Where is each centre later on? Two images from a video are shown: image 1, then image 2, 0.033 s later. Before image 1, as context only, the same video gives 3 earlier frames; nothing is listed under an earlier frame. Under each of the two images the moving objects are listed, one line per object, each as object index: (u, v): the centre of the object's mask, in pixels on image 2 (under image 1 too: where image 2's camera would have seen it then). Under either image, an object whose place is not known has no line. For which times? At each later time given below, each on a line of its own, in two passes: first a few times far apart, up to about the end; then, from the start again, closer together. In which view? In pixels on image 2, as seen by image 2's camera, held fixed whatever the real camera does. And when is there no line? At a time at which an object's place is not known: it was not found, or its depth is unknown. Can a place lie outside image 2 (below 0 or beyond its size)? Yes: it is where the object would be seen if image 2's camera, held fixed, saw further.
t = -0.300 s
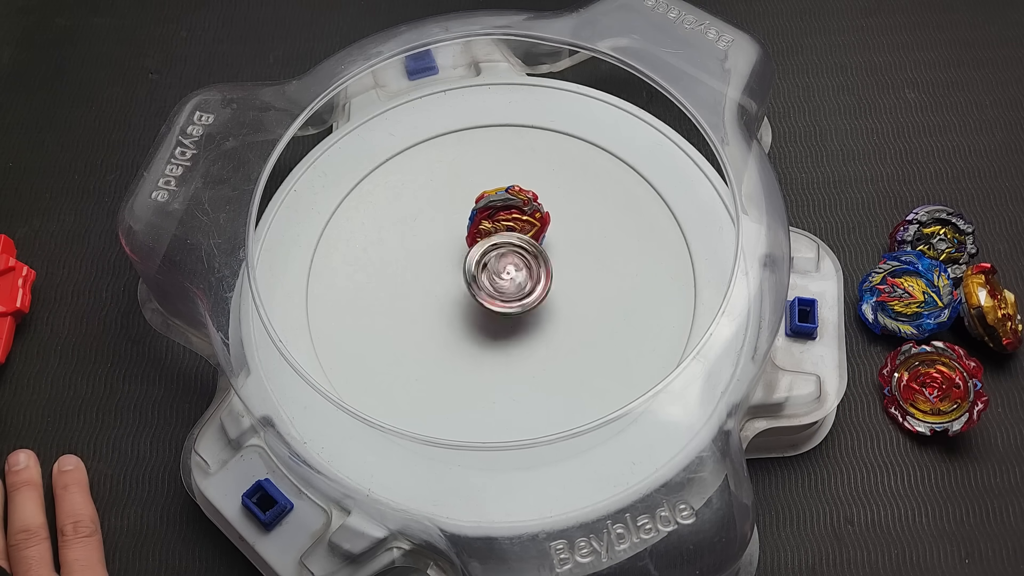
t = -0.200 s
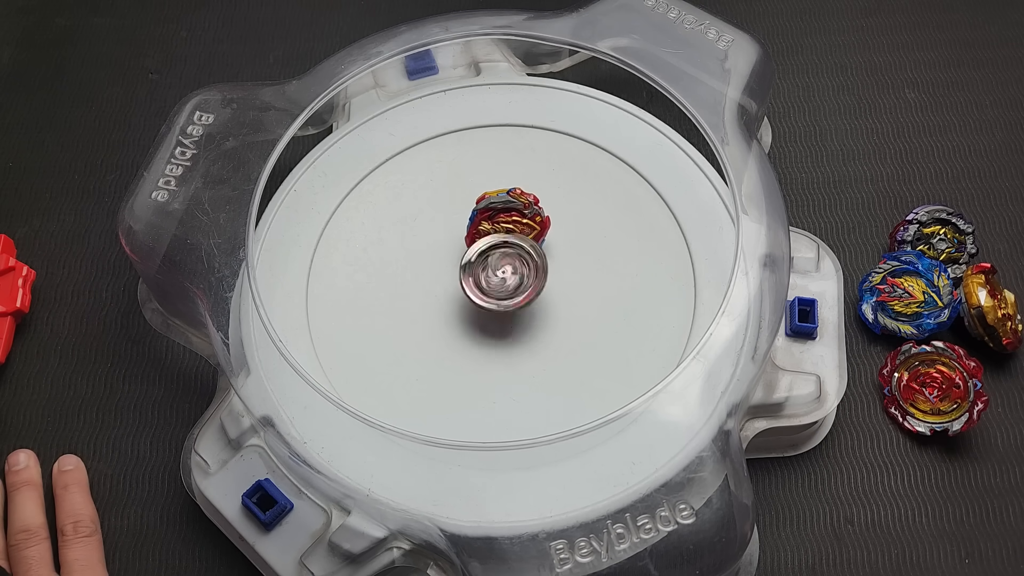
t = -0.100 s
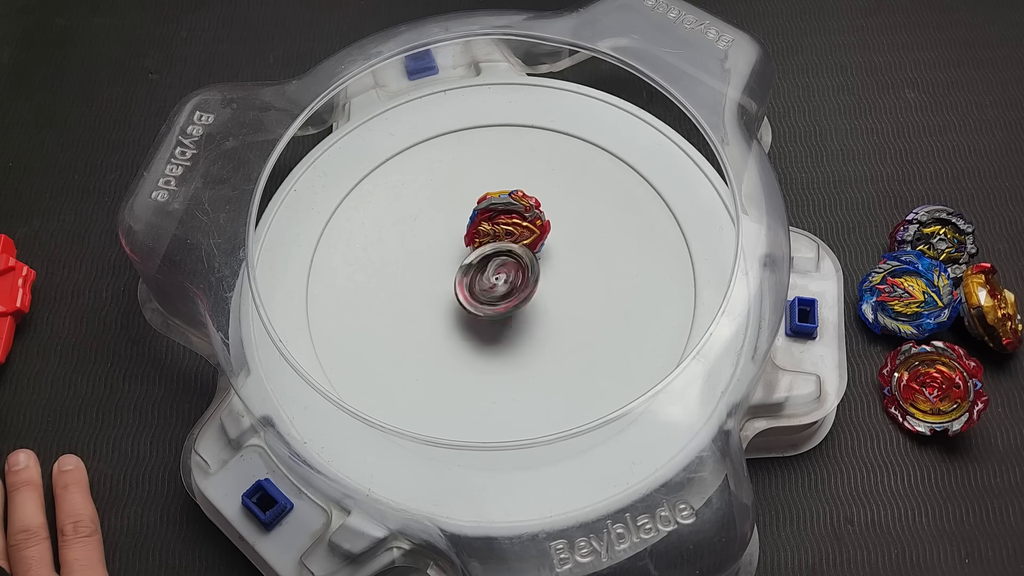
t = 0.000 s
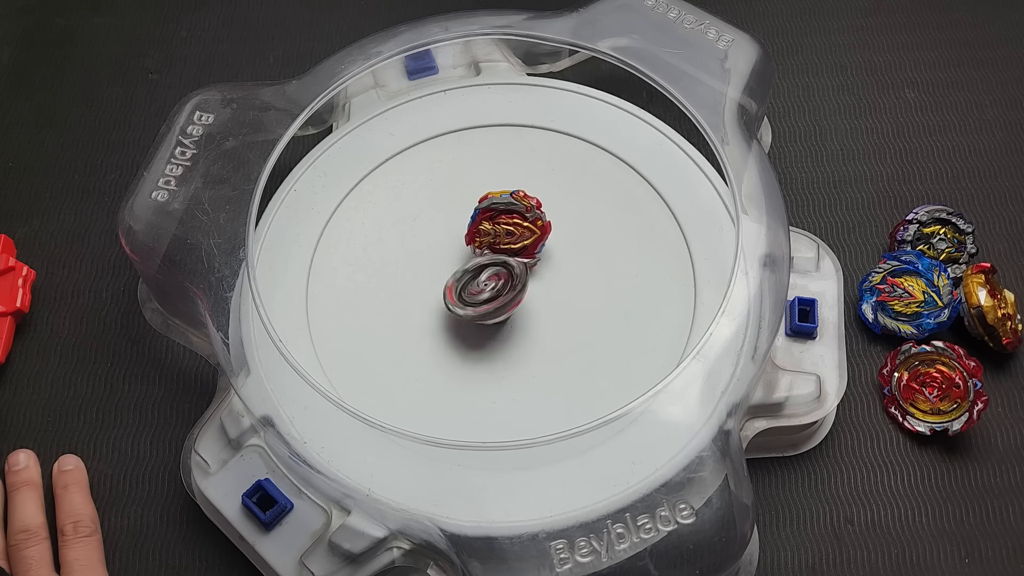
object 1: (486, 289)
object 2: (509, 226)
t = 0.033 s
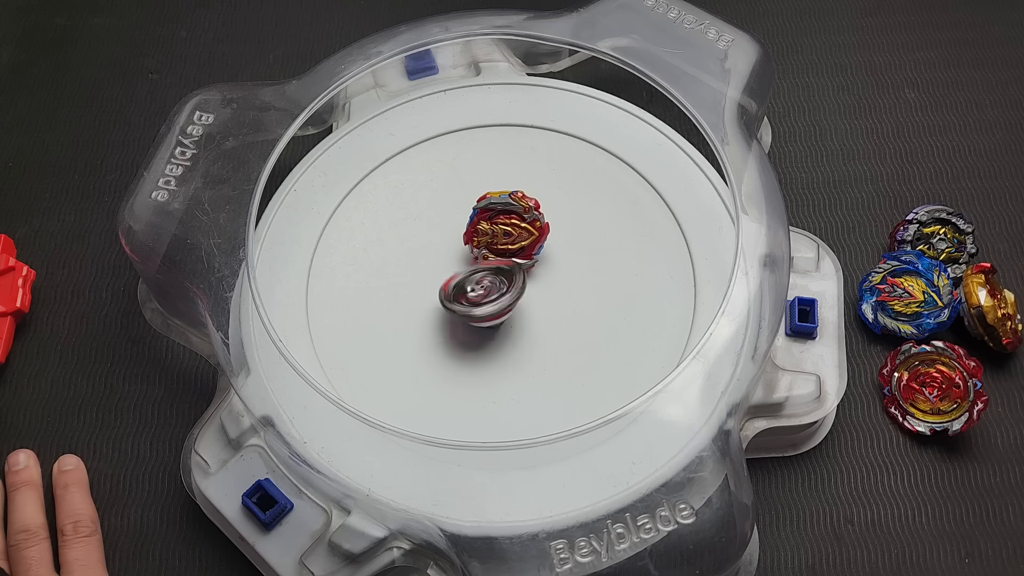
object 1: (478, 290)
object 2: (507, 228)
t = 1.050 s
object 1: (484, 297)
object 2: (509, 232)
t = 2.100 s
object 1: (498, 288)
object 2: (507, 226)
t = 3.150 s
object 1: (457, 288)
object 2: (508, 235)
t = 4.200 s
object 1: (459, 276)
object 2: (511, 234)
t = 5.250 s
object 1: (455, 280)
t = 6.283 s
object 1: (455, 280)
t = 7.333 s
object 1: (455, 280)
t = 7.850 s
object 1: (455, 280)
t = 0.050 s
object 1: (481, 293)
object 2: (506, 229)
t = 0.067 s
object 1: (480, 293)
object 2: (506, 230)
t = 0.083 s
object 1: (479, 296)
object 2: (506, 230)
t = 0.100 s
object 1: (475, 295)
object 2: (507, 232)
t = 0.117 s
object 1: (474, 294)
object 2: (507, 232)
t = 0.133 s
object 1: (473, 295)
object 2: (508, 232)
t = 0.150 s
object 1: (470, 295)
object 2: (509, 233)
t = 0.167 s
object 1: (469, 293)
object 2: (509, 233)
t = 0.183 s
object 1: (469, 294)
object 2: (509, 233)
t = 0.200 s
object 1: (467, 293)
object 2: (509, 233)
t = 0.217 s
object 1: (466, 291)
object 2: (508, 233)
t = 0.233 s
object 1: (460, 291)
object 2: (508, 232)
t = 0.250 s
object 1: (464, 290)
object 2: (508, 233)
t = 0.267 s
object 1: (464, 288)
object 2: (508, 232)
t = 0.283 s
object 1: (465, 288)
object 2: (509, 232)
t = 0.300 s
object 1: (461, 288)
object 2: (509, 232)
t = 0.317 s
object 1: (465, 286)
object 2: (510, 231)
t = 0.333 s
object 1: (461, 286)
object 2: (510, 230)
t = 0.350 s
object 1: (466, 286)
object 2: (510, 231)
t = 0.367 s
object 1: (467, 285)
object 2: (510, 230)
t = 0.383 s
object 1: (467, 285)
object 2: (511, 229)
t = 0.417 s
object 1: (463, 284)
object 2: (512, 229)
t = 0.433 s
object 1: (464, 283)
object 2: (512, 228)
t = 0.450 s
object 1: (470, 282)
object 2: (512, 228)
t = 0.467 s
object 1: (471, 282)
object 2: (512, 227)
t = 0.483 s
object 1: (474, 282)
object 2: (512, 227)
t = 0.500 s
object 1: (475, 282)
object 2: (513, 226)
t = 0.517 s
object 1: (472, 283)
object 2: (512, 226)
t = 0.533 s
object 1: (473, 282)
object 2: (512, 226)
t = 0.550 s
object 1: (479, 284)
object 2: (512, 226)
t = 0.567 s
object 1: (481, 283)
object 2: (512, 225)
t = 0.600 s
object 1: (485, 285)
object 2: (511, 225)
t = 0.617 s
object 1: (481, 286)
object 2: (511, 225)
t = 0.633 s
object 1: (482, 286)
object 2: (511, 225)
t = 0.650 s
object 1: (483, 289)
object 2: (510, 226)
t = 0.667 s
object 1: (486, 290)
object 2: (510, 227)
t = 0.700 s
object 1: (489, 292)
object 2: (509, 227)
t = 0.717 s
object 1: (486, 294)
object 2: (509, 228)
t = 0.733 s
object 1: (485, 294)
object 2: (509, 228)
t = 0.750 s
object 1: (485, 296)
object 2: (508, 229)
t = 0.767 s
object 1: (489, 298)
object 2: (508, 230)
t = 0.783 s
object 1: (488, 299)
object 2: (508, 230)
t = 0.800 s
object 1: (483, 299)
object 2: (508, 231)
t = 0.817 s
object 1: (487, 300)
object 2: (508, 232)
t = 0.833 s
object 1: (486, 301)
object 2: (508, 232)
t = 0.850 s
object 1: (486, 300)
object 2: (508, 232)
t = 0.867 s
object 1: (486, 302)
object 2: (508, 232)
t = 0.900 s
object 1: (482, 300)
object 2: (508, 233)
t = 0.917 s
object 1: (484, 299)
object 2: (508, 233)
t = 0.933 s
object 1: (483, 300)
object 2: (508, 234)
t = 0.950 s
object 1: (482, 299)
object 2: (508, 234)
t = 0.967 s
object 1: (483, 298)
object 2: (508, 233)
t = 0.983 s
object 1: (483, 298)
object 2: (508, 233)
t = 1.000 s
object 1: (482, 298)
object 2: (509, 233)
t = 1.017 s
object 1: (483, 297)
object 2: (509, 232)
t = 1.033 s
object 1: (484, 297)
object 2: (509, 232)
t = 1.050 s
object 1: (484, 297)
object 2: (509, 232)
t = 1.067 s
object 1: (478, 294)
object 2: (509, 231)
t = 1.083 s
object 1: (477, 292)
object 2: (510, 230)
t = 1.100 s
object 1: (477, 292)
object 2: (510, 229)
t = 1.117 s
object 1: (478, 292)
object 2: (510, 229)
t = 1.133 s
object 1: (484, 291)
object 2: (510, 228)
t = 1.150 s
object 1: (480, 290)
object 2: (510, 228)
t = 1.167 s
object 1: (481, 292)
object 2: (510, 227)
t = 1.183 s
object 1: (482, 291)
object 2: (510, 227)
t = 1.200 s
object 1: (483, 291)
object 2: (510, 226)
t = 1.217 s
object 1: (489, 290)
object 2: (510, 226)
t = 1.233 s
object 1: (486, 289)
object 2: (510, 225)
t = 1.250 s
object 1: (486, 287)
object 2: (510, 225)
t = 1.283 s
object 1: (490, 290)
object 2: (509, 224)
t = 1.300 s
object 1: (491, 289)
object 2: (509, 224)
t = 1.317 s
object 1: (492, 291)
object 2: (509, 225)
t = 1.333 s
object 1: (496, 292)
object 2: (509, 225)
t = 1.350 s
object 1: (493, 291)
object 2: (509, 225)
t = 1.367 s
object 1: (495, 290)
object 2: (508, 225)
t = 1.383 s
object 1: (496, 291)
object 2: (508, 225)
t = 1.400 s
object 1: (501, 291)
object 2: (508, 226)
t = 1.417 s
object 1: (497, 292)
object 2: (507, 226)
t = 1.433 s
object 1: (496, 293)
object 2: (507, 227)
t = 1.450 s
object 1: (495, 295)
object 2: (507, 227)
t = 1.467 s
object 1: (494, 295)
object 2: (507, 228)
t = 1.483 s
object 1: (495, 296)
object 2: (507, 228)
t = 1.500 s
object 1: (500, 296)
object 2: (507, 229)
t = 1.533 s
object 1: (496, 296)
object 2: (507, 230)
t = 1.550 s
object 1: (497, 296)
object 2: (507, 230)
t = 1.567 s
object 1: (502, 297)
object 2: (507, 231)
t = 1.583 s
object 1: (502, 297)
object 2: (508, 232)
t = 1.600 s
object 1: (502, 296)
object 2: (508, 231)
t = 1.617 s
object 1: (497, 294)
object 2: (508, 231)
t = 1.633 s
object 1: (501, 295)
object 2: (508, 231)
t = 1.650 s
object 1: (496, 294)
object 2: (508, 230)
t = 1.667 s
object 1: (495, 294)
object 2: (508, 230)
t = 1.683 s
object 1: (495, 294)
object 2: (508, 230)
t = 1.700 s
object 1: (494, 293)
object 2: (509, 229)
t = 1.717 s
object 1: (493, 293)
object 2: (509, 228)
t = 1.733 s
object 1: (495, 291)
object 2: (509, 228)
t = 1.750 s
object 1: (496, 291)
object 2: (509, 227)
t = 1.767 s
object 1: (497, 290)
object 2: (509, 227)
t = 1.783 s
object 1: (497, 289)
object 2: (509, 226)
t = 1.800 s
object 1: (499, 288)
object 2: (509, 225)
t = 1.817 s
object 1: (496, 287)
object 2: (509, 224)
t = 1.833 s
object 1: (496, 287)
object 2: (509, 224)
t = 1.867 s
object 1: (498, 285)
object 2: (509, 223)
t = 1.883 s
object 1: (498, 285)
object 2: (508, 223)
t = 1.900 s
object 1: (499, 287)
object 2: (509, 223)
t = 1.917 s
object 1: (499, 286)
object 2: (508, 223)
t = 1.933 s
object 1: (500, 288)
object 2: (508, 223)
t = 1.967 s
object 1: (501, 287)
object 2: (508, 223)
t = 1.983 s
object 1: (501, 285)
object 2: (508, 223)
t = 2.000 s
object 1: (506, 286)
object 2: (507, 223)
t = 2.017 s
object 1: (506, 286)
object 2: (507, 223)
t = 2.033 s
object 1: (505, 285)
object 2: (507, 223)
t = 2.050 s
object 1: (502, 286)
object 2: (507, 224)
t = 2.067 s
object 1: (500, 287)
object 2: (507, 225)
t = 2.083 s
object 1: (499, 287)
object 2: (507, 225)
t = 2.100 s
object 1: (498, 288)
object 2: (507, 226)
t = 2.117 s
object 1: (499, 288)
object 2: (507, 226)
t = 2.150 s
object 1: (499, 289)
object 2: (507, 228)
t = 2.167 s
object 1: (499, 288)
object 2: (507, 228)
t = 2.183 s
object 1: (499, 287)
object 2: (507, 228)
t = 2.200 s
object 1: (498, 289)
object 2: (507, 228)
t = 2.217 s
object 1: (502, 290)
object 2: (507, 229)
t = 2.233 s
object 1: (500, 291)
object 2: (508, 229)
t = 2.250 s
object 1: (494, 289)
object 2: (508, 229)
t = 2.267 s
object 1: (493, 289)
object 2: (508, 229)
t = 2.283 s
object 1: (495, 291)
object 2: (508, 230)
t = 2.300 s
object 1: (492, 291)
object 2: (509, 230)
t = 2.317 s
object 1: (491, 290)
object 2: (509, 230)
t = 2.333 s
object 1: (486, 288)
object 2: (509, 230)
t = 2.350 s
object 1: (488, 290)
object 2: (508, 230)
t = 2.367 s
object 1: (486, 290)
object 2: (509, 230)
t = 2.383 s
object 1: (484, 289)
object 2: (509, 230)
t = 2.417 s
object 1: (482, 288)
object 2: (509, 230)
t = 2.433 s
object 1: (481, 288)
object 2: (509, 229)
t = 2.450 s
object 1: (479, 287)
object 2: (509, 230)
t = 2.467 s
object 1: (478, 286)
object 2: (509, 230)
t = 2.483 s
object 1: (479, 284)
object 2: (509, 230)
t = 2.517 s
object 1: (479, 285)
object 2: (510, 230)
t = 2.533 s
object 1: (479, 284)
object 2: (510, 231)
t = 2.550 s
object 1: (480, 284)
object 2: (511, 230)
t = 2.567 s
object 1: (481, 284)
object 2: (511, 229)
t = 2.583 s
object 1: (483, 284)
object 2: (511, 229)
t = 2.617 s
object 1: (483, 289)
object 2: (511, 228)
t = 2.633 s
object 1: (483, 289)
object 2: (511, 228)
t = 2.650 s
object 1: (483, 290)
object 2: (511, 228)
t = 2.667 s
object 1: (482, 290)
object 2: (511, 228)
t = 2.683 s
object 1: (481, 290)
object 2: (511, 228)
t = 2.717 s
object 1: (480, 289)
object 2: (511, 228)
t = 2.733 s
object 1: (480, 288)
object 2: (511, 229)
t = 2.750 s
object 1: (480, 287)
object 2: (511, 228)
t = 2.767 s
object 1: (482, 286)
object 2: (511, 228)
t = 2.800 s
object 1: (482, 285)
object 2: (511, 227)
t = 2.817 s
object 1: (483, 284)
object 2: (511, 227)
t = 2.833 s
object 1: (484, 284)
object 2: (510, 227)
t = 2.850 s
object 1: (485, 285)
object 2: (510, 227)
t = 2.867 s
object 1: (485, 286)
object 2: (509, 227)
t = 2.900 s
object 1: (482, 289)
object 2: (508, 229)
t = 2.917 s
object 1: (481, 289)
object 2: (508, 230)
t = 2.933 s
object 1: (479, 290)
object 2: (508, 231)
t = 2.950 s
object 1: (479, 290)
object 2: (508, 232)
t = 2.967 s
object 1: (475, 292)
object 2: (508, 232)
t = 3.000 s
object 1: (470, 292)
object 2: (508, 234)
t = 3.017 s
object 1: (468, 291)
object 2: (508, 235)
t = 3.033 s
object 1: (466, 292)
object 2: (508, 236)
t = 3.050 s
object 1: (464, 292)
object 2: (508, 236)
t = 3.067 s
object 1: (463, 293)
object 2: (508, 236)
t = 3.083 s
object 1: (462, 294)
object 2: (508, 236)
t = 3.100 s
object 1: (459, 293)
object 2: (507, 236)
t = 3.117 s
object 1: (458, 292)
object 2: (508, 236)
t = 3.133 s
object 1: (458, 290)
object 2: (508, 235)
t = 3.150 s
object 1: (457, 288)
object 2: (508, 235)
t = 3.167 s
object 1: (457, 287)
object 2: (508, 235)
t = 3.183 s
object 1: (457, 287)
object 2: (508, 235)
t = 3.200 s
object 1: (457, 287)
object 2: (509, 235)
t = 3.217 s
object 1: (456, 287)
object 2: (509, 235)
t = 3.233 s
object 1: (456, 286)
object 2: (509, 235)
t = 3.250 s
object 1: (456, 286)
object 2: (509, 235)
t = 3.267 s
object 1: (456, 285)
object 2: (509, 235)
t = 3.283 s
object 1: (457, 285)
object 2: (509, 235)
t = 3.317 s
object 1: (459, 284)
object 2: (511, 234)
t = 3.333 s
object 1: (459, 284)
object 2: (511, 234)
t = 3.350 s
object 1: (460, 284)
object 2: (511, 233)
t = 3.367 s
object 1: (460, 284)
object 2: (511, 233)
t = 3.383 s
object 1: (459, 283)
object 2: (512, 233)
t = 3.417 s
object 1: (460, 282)
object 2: (512, 233)
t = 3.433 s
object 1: (460, 281)
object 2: (512, 232)
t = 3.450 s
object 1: (460, 280)
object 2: (512, 232)
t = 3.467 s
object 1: (460, 280)
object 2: (512, 232)
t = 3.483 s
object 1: (460, 280)
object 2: (512, 232)
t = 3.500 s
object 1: (460, 280)
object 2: (513, 232)
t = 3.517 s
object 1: (460, 280)
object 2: (513, 233)
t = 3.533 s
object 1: (460, 280)
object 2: (513, 233)
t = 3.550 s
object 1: (460, 280)
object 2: (514, 233)
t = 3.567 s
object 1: (460, 280)
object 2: (514, 233)
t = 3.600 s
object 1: (459, 280)
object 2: (514, 233)
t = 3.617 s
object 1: (459, 280)
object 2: (514, 233)
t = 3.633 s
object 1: (459, 280)
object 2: (513, 233)
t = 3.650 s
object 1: (458, 280)
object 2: (513, 233)
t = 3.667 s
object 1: (457, 280)
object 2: (513, 233)
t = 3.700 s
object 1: (455, 280)
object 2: (512, 233)
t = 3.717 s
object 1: (454, 279)
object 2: (511, 233)
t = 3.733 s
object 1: (454, 279)
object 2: (511, 234)
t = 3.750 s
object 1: (453, 279)
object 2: (511, 234)
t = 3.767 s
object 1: (453, 278)
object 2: (511, 234)
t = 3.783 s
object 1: (453, 279)
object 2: (512, 234)
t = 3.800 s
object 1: (453, 278)
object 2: (512, 234)
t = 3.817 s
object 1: (453, 279)
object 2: (511, 234)
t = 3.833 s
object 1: (454, 279)
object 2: (511, 234)
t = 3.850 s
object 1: (455, 279)
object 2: (511, 234)
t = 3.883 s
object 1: (456, 280)
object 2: (512, 233)
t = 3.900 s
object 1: (457, 280)
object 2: (511, 233)
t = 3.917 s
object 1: (457, 280)
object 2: (512, 233)
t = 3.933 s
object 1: (455, 280)
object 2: (511, 234)
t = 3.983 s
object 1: (455, 280)
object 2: (511, 234)
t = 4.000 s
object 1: (455, 280)
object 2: (511, 234)
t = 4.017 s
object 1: (455, 280)
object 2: (511, 234)
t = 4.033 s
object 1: (455, 280)
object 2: (511, 234)
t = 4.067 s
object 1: (455, 280)
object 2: (511, 234)
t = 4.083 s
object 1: (455, 280)
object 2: (511, 234)
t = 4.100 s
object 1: (455, 280)
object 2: (511, 234)
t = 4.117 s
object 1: (455, 280)
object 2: (511, 234)
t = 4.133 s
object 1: (460, 277)
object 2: (511, 234)
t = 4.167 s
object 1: (459, 276)
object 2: (511, 234)
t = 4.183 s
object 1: (459, 276)
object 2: (511, 234)
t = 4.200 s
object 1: (459, 276)
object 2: (511, 234)
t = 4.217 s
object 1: (458, 276)
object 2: (511, 234)
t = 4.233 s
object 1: (455, 280)
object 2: (511, 234)
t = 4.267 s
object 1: (455, 280)
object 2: (511, 234)
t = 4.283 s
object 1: (455, 280)
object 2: (511, 234)
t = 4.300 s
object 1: (455, 280)
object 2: (511, 234)
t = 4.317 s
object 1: (455, 280)
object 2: (511, 234)
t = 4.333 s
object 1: (455, 280)
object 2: (511, 234)
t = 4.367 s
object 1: (455, 280)
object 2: (511, 234)
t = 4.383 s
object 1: (455, 280)
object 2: (511, 234)
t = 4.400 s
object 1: (455, 280)
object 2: (511, 234)
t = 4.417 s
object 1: (455, 280)
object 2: (511, 234)
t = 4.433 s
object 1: (455, 280)
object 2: (511, 234)
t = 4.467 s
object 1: (455, 280)
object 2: (511, 234)
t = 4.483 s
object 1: (455, 280)
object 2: (511, 234)
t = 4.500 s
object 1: (455, 280)
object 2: (511, 234)
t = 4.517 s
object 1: (455, 280)
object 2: (511, 234)
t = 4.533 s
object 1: (455, 280)
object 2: (511, 234)
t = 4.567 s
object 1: (455, 280)
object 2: (511, 234)
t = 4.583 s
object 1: (455, 280)
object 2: (511, 234)
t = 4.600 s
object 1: (455, 280)
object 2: (511, 234)
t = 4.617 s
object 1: (455, 280)
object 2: (511, 234)
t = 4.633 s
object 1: (455, 280)
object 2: (511, 234)
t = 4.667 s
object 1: (455, 280)
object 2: (511, 234)
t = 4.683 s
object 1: (455, 280)
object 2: (511, 234)
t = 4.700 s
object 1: (455, 280)
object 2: (511, 234)
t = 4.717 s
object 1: (455, 280)
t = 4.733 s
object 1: (455, 280)
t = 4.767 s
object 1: (455, 280)
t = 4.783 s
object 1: (455, 280)
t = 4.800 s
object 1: (455, 280)
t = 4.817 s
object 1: (455, 280)
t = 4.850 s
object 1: (455, 280)
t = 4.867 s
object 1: (455, 280)
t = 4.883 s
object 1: (455, 280)
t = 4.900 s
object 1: (455, 280)
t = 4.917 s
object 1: (455, 280)
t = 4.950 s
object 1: (455, 280)
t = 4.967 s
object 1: (455, 280)
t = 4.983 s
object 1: (455, 280)
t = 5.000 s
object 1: (455, 280)
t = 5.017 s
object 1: (455, 280)
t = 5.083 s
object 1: (455, 280)
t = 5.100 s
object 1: (455, 280)
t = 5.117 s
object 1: (455, 280)
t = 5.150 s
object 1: (455, 280)
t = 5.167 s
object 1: (455, 280)
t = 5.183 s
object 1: (455, 280)
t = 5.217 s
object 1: (455, 280)
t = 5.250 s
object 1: (455, 280)
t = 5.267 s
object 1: (455, 280)
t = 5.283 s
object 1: (455, 280)
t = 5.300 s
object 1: (455, 280)
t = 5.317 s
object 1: (455, 280)
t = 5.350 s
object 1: (455, 280)
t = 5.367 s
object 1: (455, 280)
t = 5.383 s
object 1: (455, 280)
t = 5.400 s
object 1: (455, 280)
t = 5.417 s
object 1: (455, 280)
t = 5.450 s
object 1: (455, 280)
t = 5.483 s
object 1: (455, 280)
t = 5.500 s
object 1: (455, 280)
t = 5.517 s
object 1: (455, 280)
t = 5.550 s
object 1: (455, 280)
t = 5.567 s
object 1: (455, 280)
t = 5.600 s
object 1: (455, 280)
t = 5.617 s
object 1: (455, 280)
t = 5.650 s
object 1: (455, 280)
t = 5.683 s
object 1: (455, 280)
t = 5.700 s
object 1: (455, 280)
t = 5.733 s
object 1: (455, 280)
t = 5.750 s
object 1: (455, 280)
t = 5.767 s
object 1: (455, 280)
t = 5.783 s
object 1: (455, 280)
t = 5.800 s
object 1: (455, 280)
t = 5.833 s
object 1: (455, 280)
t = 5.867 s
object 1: (455, 280)
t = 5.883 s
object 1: (455, 280)
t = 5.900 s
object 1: (455, 280)
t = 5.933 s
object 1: (455, 280)
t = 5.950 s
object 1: (455, 280)
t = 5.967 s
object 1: (455, 280)
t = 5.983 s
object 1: (455, 280)
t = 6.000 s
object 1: (455, 280)
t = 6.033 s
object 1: (455, 280)
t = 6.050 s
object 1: (455, 280)
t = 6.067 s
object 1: (455, 280)
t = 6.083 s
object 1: (455, 280)
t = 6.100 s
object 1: (455, 280)
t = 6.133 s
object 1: (455, 280)
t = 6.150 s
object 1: (455, 280)
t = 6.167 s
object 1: (455, 280)
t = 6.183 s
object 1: (455, 280)
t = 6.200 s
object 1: (455, 280)
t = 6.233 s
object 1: (455, 280)
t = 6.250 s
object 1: (455, 280)
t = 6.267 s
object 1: (455, 280)
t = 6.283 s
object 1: (455, 280)
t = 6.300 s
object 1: (455, 280)
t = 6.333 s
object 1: (455, 280)
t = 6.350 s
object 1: (455, 280)
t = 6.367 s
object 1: (455, 280)
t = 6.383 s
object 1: (455, 280)
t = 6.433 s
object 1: (455, 280)
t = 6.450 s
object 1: (455, 280)
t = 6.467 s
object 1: (455, 280)
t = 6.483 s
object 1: (455, 280)
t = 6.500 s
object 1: (455, 280)
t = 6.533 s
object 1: (455, 280)
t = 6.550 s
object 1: (455, 280)
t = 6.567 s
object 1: (455, 280)
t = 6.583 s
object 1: (455, 280)
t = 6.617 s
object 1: (455, 280)
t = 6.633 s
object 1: (455, 280)
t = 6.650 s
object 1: (455, 280)
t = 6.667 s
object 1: (455, 280)
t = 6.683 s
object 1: (455, 280)
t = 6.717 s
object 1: (455, 280)
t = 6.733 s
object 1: (455, 280)
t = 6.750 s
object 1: (455, 280)
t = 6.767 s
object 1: (455, 280)
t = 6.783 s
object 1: (455, 280)
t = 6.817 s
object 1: (455, 280)
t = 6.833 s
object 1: (455, 280)
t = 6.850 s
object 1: (455, 280)
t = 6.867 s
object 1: (455, 280)
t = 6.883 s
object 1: (455, 280)
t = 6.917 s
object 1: (455, 280)
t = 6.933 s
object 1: (455, 280)
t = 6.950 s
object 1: (455, 280)
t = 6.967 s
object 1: (455, 280)
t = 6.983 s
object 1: (455, 280)
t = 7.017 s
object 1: (455, 280)
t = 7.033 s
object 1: (455, 280)
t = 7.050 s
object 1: (455, 280)
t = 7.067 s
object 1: (455, 280)
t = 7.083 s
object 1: (455, 280)
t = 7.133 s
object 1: (455, 280)
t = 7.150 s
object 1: (455, 280)
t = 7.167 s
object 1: (455, 280)
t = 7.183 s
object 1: (455, 280)
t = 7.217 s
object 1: (455, 280)
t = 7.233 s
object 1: (455, 280)
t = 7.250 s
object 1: (455, 280)
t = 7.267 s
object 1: (455, 280)
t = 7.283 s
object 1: (455, 280)
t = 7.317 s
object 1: (455, 280)
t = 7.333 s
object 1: (455, 280)
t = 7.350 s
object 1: (455, 280)
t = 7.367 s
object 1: (455, 280)
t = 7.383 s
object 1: (455, 280)
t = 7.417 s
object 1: (455, 280)
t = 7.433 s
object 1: (455, 280)
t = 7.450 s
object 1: (455, 280)
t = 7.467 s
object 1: (455, 280)
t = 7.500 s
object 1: (455, 280)
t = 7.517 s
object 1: (455, 280)
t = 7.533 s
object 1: (455, 280)
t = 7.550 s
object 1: (455, 280)
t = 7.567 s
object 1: (455, 280)
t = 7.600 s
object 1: (455, 280)
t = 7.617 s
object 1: (455, 280)
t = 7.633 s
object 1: (455, 280)
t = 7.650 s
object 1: (455, 280)
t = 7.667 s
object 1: (455, 280)
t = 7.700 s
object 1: (455, 280)
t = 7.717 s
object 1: (455, 280)
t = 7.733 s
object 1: (455, 280)
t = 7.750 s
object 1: (455, 280)
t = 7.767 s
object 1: (455, 280)
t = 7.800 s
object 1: (455, 280)
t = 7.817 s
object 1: (455, 280)
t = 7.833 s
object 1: (455, 280)
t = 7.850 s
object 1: (455, 280)
